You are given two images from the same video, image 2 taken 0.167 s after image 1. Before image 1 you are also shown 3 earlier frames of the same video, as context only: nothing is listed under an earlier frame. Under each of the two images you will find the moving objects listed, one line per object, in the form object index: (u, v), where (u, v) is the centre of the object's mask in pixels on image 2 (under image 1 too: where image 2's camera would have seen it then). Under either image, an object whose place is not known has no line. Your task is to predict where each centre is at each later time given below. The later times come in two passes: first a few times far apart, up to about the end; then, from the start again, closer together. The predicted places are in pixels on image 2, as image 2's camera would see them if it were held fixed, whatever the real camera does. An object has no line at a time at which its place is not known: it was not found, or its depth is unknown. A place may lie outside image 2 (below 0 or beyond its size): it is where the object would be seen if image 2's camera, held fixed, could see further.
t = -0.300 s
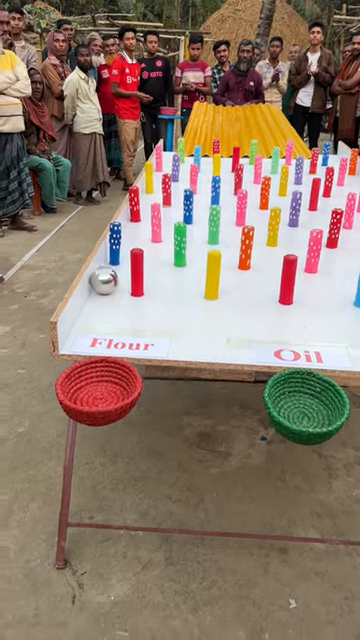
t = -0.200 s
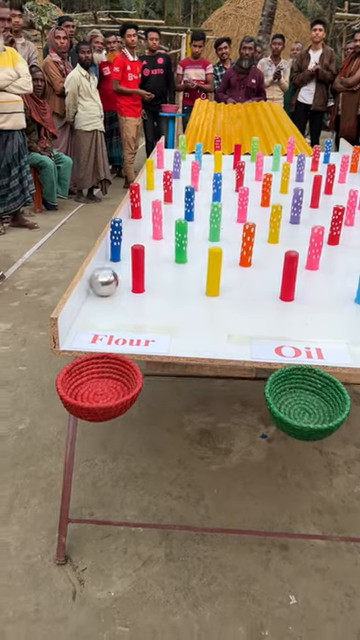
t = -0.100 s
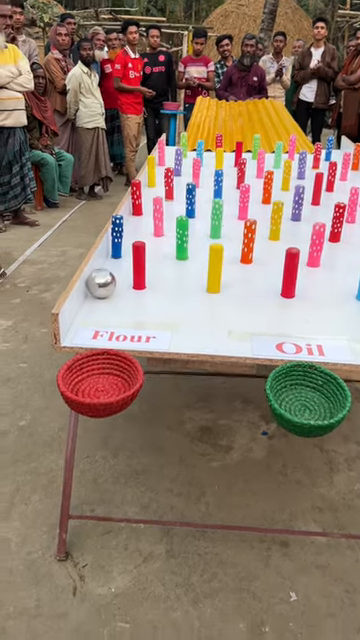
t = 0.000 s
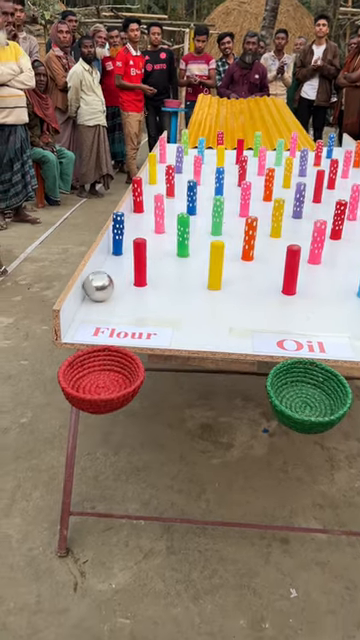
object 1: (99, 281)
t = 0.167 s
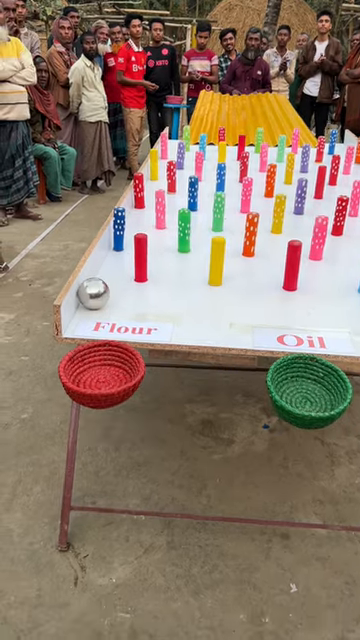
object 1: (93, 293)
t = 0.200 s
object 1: (92, 296)
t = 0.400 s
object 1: (83, 314)
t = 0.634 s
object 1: (69, 344)
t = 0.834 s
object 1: (111, 369)
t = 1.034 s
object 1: (116, 364)
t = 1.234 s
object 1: (114, 364)
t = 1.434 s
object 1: (114, 372)
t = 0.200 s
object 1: (92, 296)
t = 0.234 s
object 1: (91, 299)
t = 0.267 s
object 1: (89, 302)
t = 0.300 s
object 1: (88, 305)
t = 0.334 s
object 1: (87, 308)
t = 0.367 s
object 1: (85, 311)
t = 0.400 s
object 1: (83, 314)
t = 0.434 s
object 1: (82, 318)
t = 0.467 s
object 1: (80, 322)
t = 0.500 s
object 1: (78, 327)
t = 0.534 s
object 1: (76, 330)
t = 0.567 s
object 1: (74, 334)
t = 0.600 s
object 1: (71, 338)
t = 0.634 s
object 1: (69, 344)
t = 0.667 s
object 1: (71, 353)
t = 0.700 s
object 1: (75, 360)
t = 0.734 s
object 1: (81, 367)
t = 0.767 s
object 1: (91, 370)
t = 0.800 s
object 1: (101, 370)
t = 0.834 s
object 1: (111, 369)
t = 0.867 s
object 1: (118, 367)
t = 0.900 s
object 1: (121, 365)
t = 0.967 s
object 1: (118, 366)
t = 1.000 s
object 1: (117, 364)
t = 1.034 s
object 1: (116, 364)
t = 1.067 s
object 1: (116, 364)
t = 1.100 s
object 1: (116, 364)
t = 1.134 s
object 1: (115, 364)
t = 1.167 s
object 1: (114, 363)
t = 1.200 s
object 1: (115, 364)
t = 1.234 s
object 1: (114, 364)
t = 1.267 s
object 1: (114, 365)
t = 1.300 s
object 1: (114, 367)
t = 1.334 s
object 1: (114, 368)
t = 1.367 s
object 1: (114, 369)
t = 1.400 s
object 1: (115, 371)
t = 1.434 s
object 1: (114, 372)
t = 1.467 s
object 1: (114, 373)
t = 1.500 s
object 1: (112, 374)
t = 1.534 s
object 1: (111, 374)
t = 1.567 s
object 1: (109, 374)
